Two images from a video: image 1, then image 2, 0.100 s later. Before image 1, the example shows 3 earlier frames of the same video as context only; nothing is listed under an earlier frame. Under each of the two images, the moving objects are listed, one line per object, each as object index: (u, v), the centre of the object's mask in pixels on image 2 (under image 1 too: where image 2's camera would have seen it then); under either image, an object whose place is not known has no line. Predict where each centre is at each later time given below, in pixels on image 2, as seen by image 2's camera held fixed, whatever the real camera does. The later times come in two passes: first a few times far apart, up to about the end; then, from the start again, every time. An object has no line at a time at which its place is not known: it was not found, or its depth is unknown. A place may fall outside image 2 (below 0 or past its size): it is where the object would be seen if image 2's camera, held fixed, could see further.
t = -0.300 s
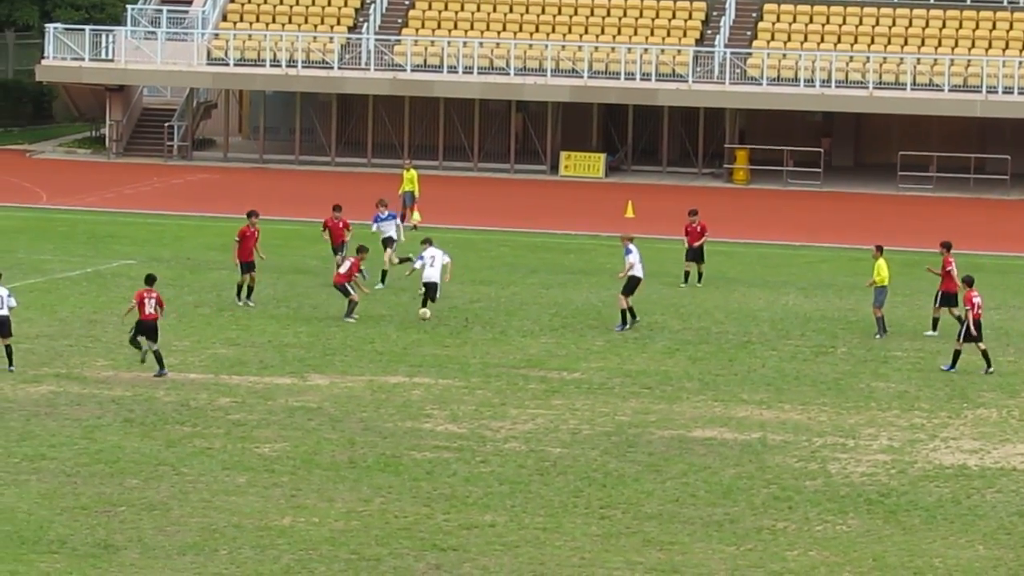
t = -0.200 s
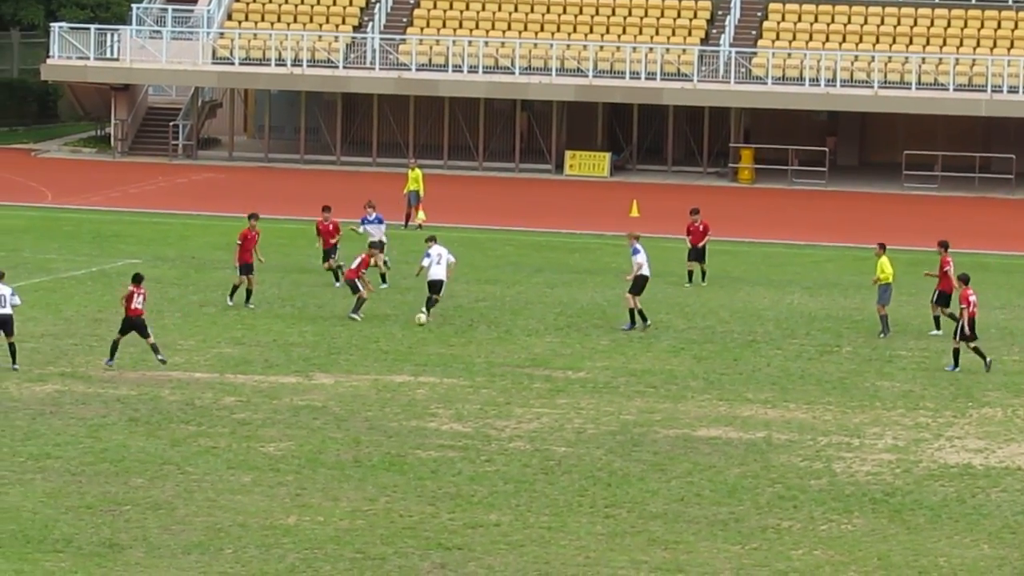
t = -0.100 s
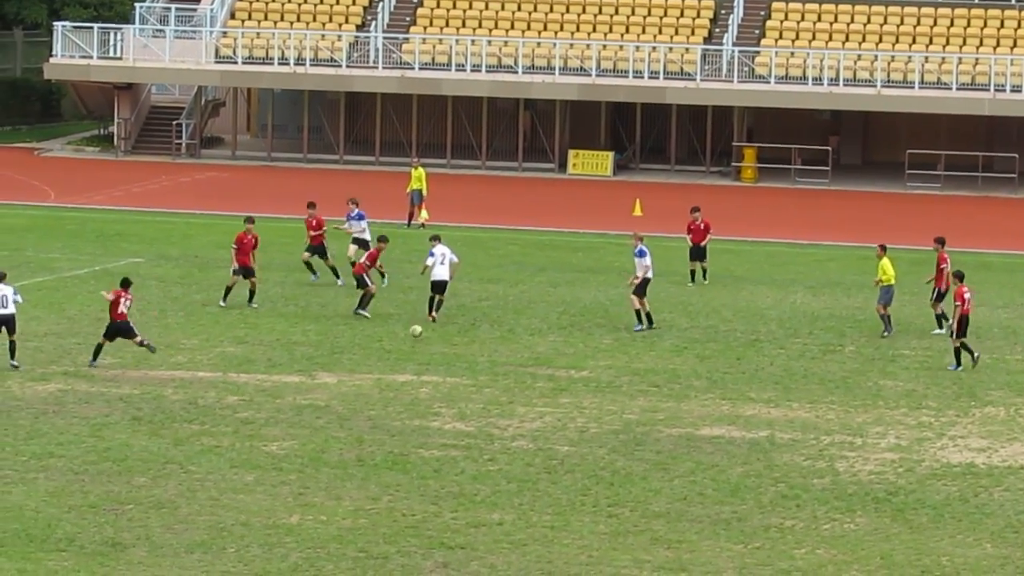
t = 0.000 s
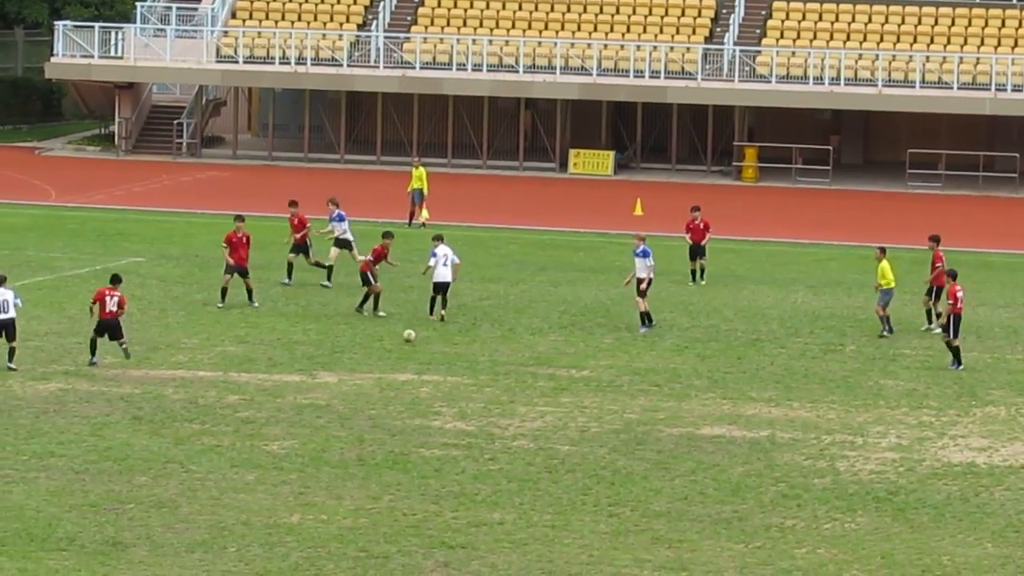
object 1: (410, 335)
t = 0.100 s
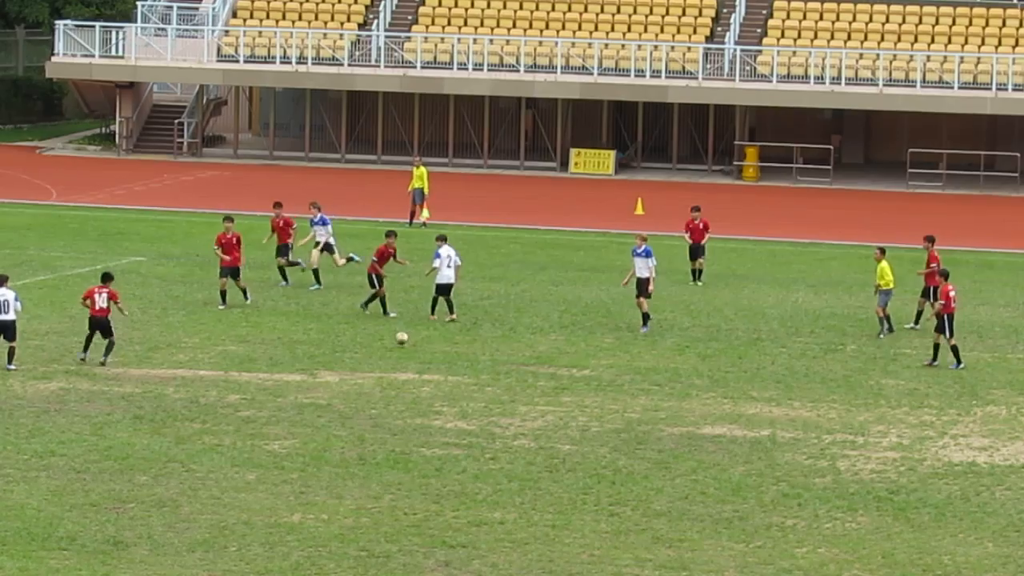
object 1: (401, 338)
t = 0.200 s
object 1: (393, 346)
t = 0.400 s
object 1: (376, 349)
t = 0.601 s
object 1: (358, 355)
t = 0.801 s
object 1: (339, 364)
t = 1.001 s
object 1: (319, 376)
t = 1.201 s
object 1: (298, 391)
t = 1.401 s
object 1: (277, 400)
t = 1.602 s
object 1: (256, 412)
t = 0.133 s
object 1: (398, 340)
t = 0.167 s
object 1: (395, 344)
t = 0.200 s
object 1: (393, 346)
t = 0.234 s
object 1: (390, 345)
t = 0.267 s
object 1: (387, 344)
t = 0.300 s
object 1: (384, 344)
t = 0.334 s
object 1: (381, 345)
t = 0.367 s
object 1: (378, 347)
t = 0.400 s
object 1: (376, 349)
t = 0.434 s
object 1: (373, 352)
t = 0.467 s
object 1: (369, 356)
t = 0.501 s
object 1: (367, 360)
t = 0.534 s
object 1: (363, 357)
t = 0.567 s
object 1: (360, 356)
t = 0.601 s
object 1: (358, 355)
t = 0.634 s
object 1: (354, 355)
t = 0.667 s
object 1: (351, 355)
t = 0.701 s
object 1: (348, 356)
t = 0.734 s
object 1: (345, 358)
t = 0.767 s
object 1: (342, 361)
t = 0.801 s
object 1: (339, 364)
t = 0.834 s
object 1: (335, 368)
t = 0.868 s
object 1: (332, 373)
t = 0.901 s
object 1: (329, 378)
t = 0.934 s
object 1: (326, 376)
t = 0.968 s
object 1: (322, 376)
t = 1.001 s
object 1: (319, 376)
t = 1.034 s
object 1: (316, 376)
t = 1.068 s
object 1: (312, 378)
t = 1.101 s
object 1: (309, 381)
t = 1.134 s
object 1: (306, 384)
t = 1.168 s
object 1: (302, 389)
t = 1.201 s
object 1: (298, 391)
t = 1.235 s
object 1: (295, 393)
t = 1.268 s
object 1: (292, 395)
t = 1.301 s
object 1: (288, 397)
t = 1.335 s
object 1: (284, 398)
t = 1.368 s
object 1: (281, 399)
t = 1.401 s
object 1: (277, 400)
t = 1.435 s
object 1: (274, 402)
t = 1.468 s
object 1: (270, 405)
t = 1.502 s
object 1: (267, 407)
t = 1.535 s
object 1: (264, 408)
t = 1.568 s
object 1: (260, 410)
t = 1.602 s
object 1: (256, 412)
